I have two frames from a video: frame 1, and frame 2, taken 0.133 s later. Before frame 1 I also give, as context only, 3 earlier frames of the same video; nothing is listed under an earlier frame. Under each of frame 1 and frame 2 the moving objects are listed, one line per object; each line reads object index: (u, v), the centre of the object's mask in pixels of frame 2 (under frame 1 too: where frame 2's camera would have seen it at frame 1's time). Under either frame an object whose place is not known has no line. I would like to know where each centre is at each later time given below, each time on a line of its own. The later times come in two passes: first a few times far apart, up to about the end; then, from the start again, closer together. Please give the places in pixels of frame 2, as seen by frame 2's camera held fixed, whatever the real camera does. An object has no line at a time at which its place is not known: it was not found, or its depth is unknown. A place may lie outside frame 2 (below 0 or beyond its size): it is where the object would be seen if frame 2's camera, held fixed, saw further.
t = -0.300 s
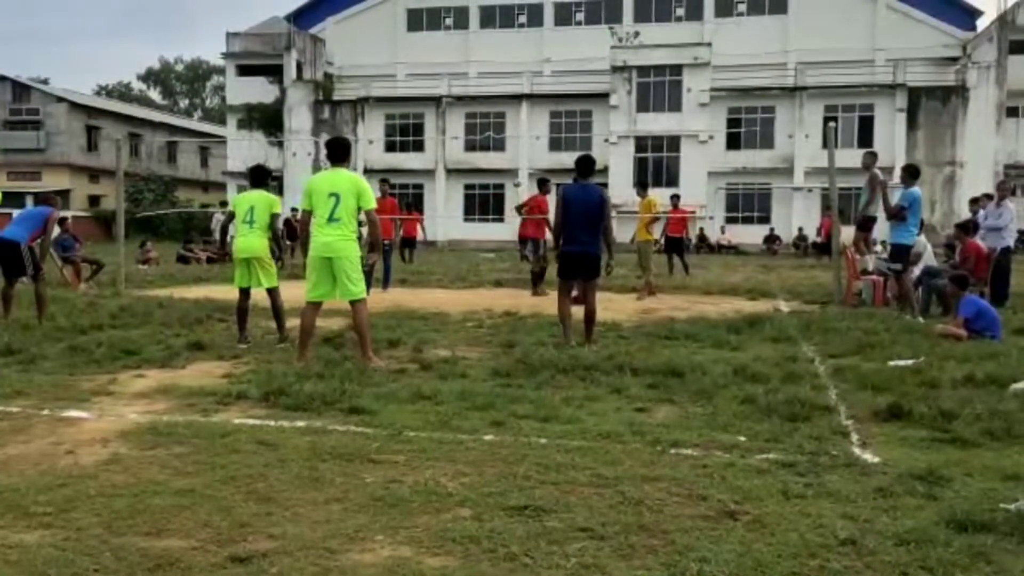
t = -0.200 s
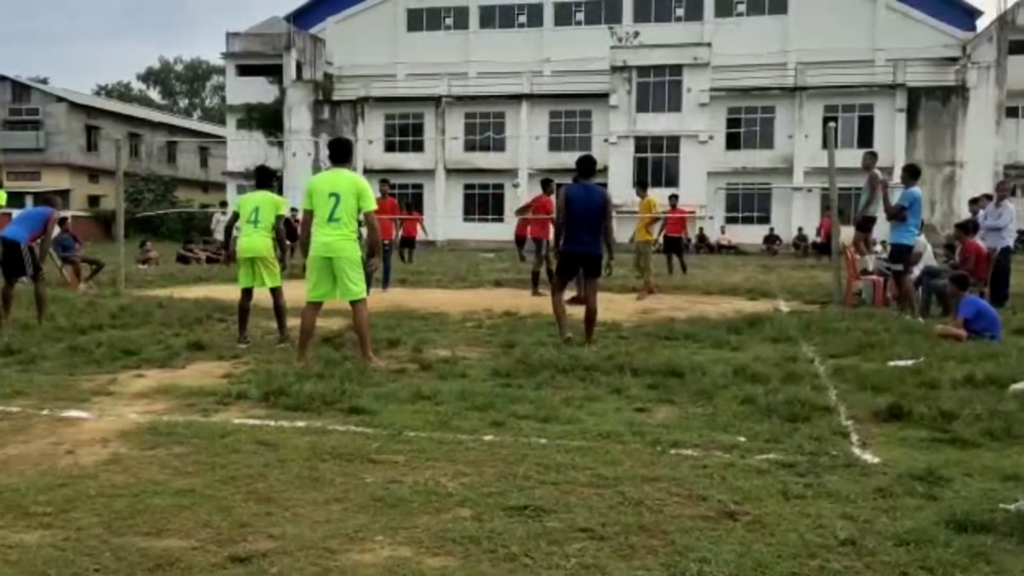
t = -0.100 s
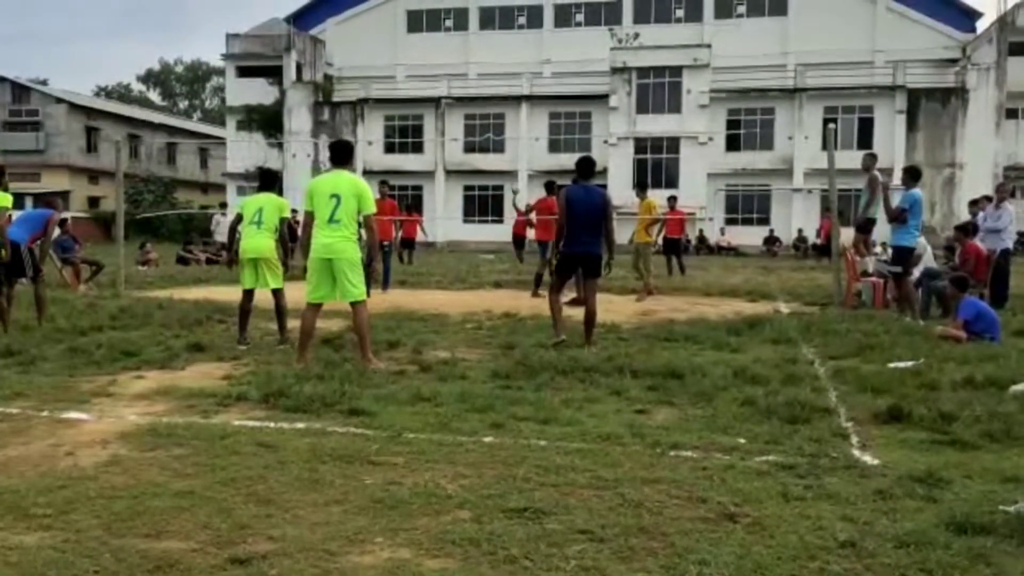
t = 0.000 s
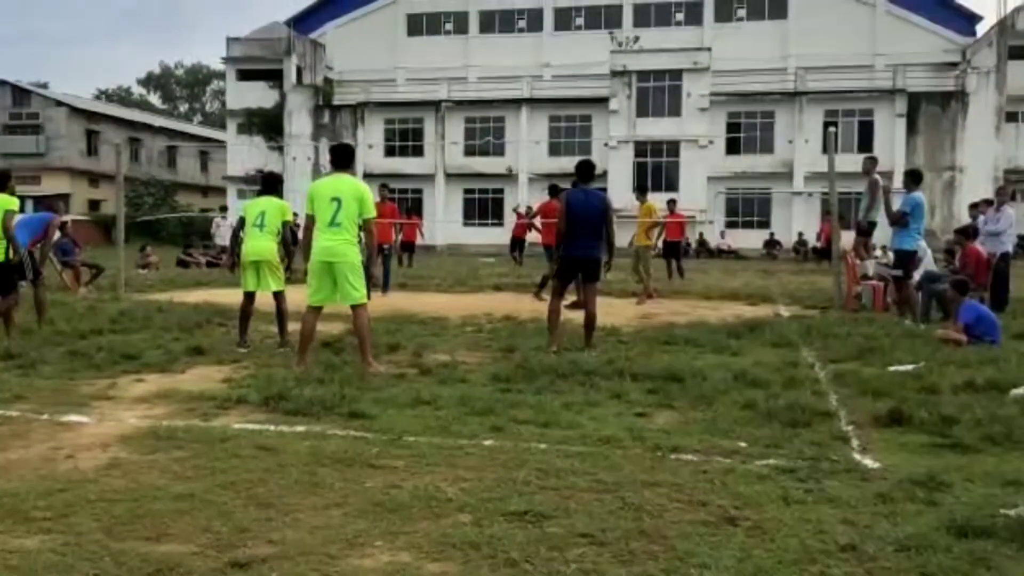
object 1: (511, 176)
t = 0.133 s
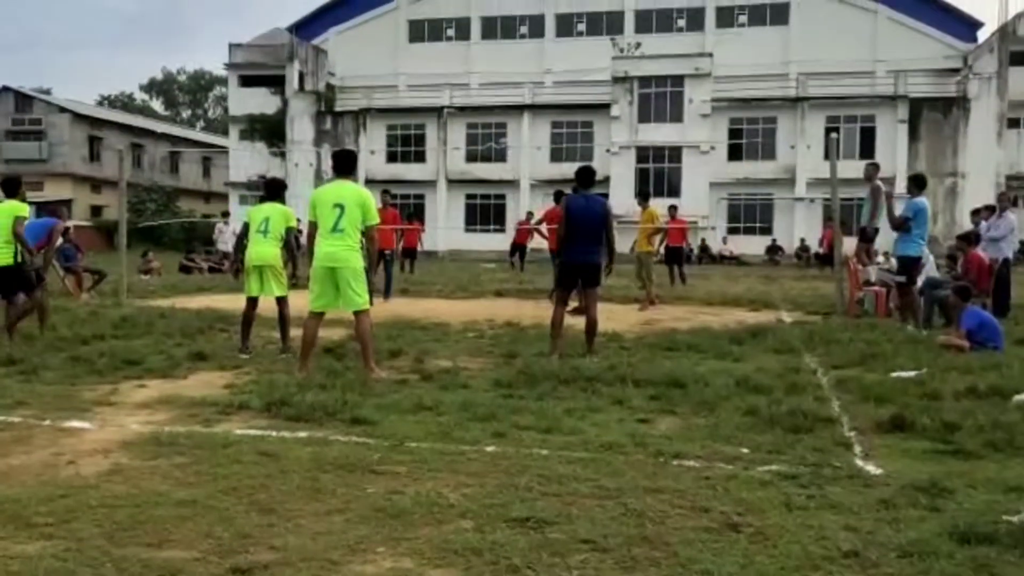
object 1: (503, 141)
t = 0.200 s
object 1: (500, 126)
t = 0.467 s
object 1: (480, 79)
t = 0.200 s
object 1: (500, 126)
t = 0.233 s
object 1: (498, 120)
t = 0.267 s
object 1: (495, 114)
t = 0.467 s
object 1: (480, 79)
